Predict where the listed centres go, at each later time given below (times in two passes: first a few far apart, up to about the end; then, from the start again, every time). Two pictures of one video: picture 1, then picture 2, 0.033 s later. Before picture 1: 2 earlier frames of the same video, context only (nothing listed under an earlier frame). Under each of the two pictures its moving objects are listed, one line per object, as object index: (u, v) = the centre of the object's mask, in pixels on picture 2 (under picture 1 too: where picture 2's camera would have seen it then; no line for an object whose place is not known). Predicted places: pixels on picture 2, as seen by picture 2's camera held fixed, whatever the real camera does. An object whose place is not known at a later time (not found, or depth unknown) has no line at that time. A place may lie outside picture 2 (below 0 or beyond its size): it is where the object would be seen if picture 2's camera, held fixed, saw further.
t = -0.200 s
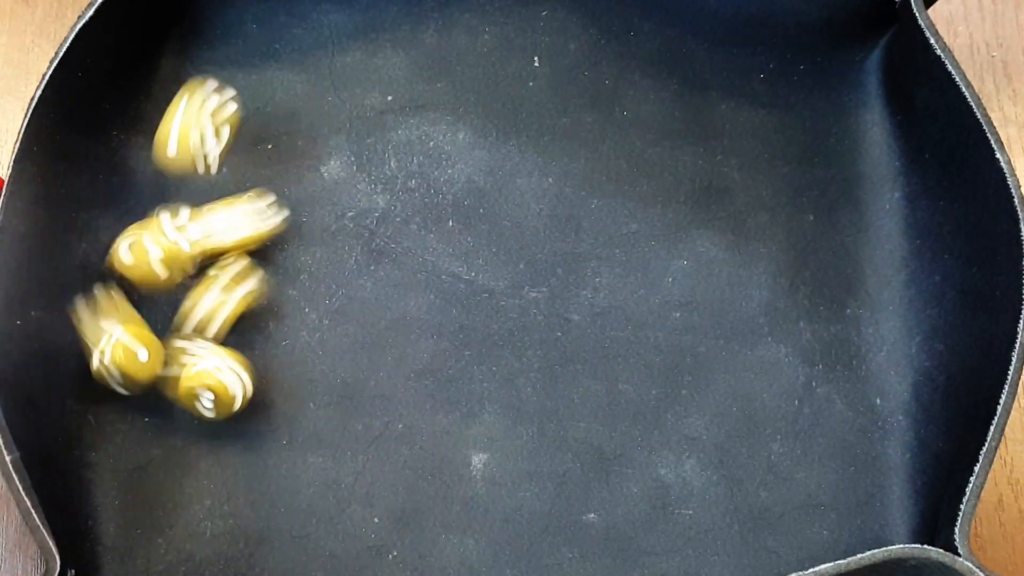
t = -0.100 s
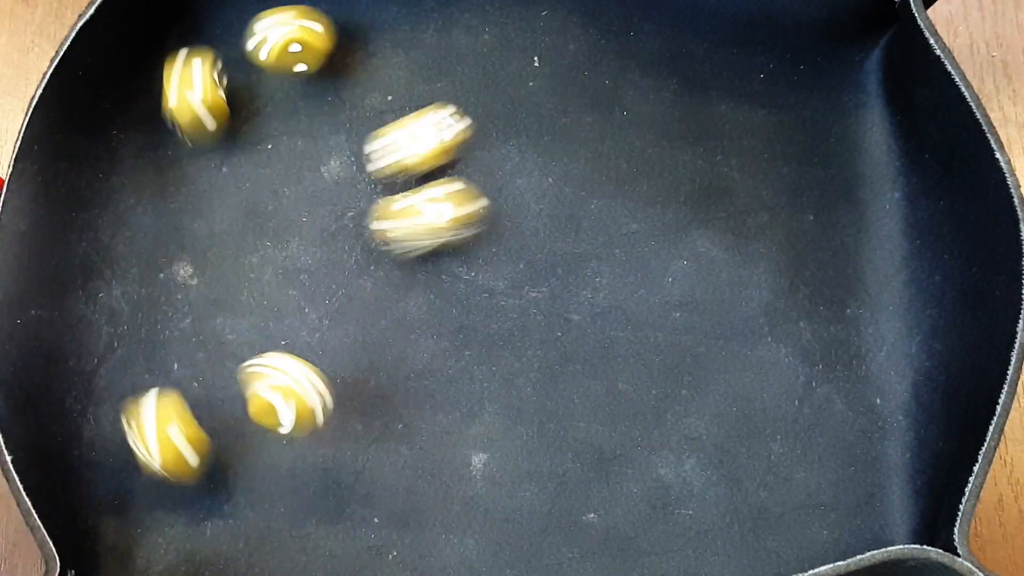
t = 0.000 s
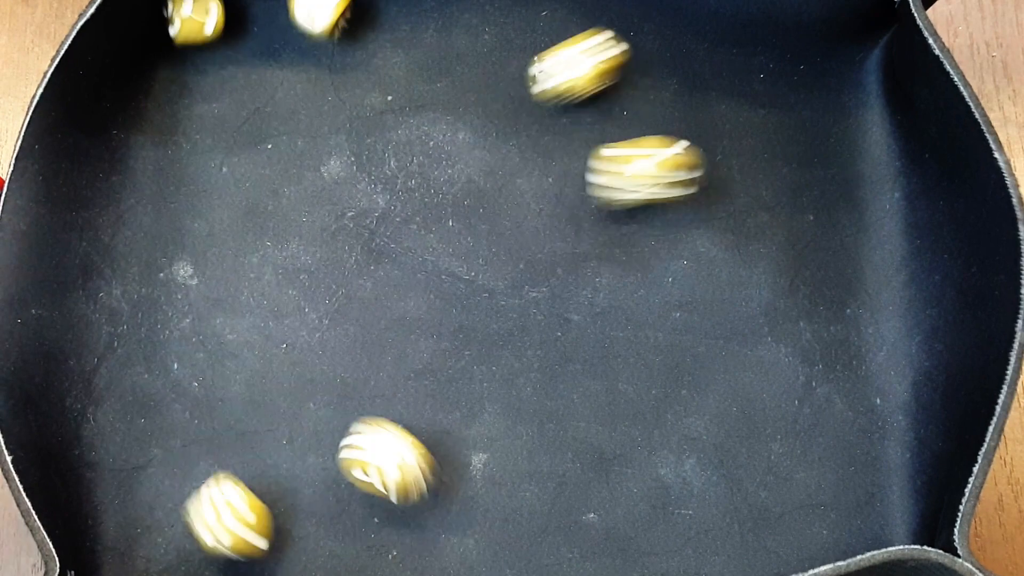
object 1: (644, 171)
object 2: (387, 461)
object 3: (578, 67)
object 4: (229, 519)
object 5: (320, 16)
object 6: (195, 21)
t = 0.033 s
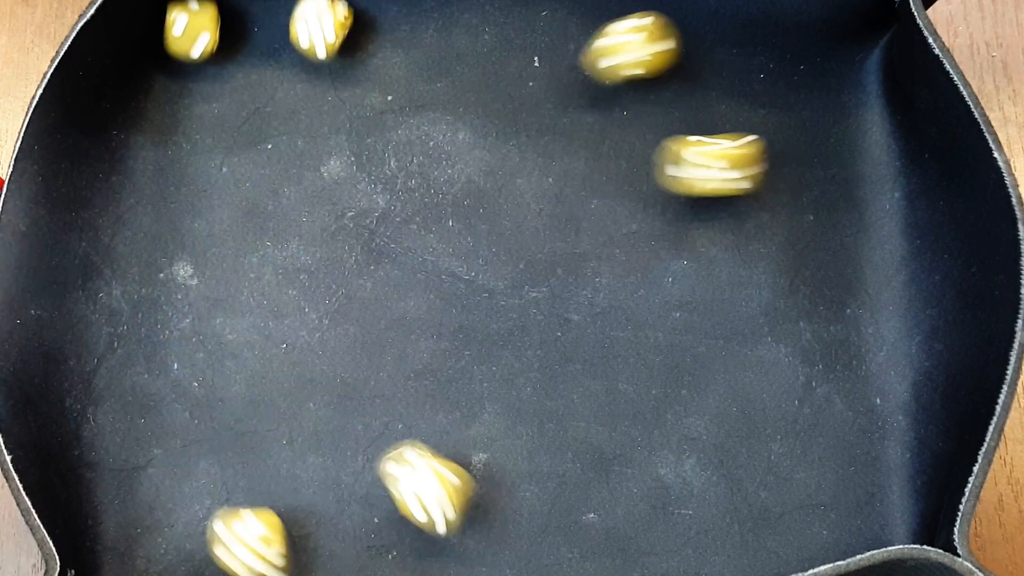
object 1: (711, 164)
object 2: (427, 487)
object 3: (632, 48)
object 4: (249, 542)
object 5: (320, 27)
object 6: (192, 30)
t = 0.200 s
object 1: (876, 208)
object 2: (579, 555)
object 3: (845, 94)
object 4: (349, 551)
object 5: (299, 99)
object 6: (207, 62)
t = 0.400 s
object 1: (786, 304)
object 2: (762, 533)
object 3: (833, 119)
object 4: (352, 535)
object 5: (301, 103)
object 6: (214, 61)
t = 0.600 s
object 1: (711, 352)
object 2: (834, 457)
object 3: (833, 119)
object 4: (352, 535)
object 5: (301, 103)
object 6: (214, 61)
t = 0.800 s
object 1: (670, 337)
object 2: (833, 457)
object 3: (833, 119)
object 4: (352, 535)
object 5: (301, 103)
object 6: (214, 61)
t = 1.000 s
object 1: (670, 337)
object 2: (833, 457)
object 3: (833, 119)
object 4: (352, 535)
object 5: (301, 103)
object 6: (214, 61)
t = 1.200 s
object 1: (670, 337)
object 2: (833, 457)
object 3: (833, 119)
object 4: (352, 535)
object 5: (301, 103)
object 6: (214, 61)
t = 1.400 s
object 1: (670, 337)
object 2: (833, 457)
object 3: (833, 119)
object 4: (352, 535)
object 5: (301, 103)
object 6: (214, 61)
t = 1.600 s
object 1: (670, 337)
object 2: (833, 457)
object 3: (833, 119)
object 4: (352, 535)
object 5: (301, 103)
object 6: (214, 61)
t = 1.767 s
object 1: (670, 337)
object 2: (833, 457)
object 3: (833, 119)
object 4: (352, 535)
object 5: (301, 103)
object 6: (214, 61)
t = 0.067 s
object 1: (778, 162)
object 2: (461, 515)
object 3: (678, 41)
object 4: (274, 553)
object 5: (322, 44)
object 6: (190, 39)
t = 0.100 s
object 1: (839, 161)
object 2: (487, 539)
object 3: (728, 45)
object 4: (298, 562)
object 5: (321, 60)
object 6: (186, 50)
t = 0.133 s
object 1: (888, 161)
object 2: (510, 554)
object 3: (773, 63)
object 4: (315, 559)
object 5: (313, 78)
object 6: (187, 59)
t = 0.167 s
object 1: (889, 181)
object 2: (552, 560)
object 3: (810, 80)
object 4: (338, 555)
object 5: (304, 92)
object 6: (196, 65)
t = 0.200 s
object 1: (876, 208)
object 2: (579, 555)
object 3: (845, 94)
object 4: (349, 551)
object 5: (299, 99)
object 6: (207, 62)
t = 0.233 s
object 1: (855, 226)
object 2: (608, 549)
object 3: (858, 103)
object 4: (352, 545)
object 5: (297, 103)
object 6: (213, 61)
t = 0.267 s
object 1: (835, 246)
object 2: (638, 542)
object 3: (853, 111)
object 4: (351, 539)
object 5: (299, 105)
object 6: (214, 61)
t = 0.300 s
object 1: (822, 257)
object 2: (665, 538)
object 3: (847, 118)
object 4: (352, 535)
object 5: (301, 104)
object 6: (214, 61)
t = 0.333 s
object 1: (808, 273)
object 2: (699, 536)
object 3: (839, 120)
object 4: (352, 535)
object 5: (301, 103)
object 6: (214, 61)
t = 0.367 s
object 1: (797, 285)
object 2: (729, 535)
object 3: (834, 119)
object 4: (352, 535)
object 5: (301, 103)
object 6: (214, 61)
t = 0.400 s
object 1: (786, 304)
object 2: (762, 533)
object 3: (833, 119)
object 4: (352, 535)
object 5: (301, 103)
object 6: (214, 61)
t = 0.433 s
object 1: (774, 318)
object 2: (793, 521)
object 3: (833, 119)
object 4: (352, 535)
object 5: (301, 103)
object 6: (214, 61)
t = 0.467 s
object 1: (760, 333)
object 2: (817, 508)
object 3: (833, 119)
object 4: (352, 535)
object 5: (301, 103)
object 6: (214, 61)
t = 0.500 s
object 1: (749, 342)
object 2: (832, 487)
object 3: (833, 119)
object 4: (352, 535)
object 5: (301, 103)
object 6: (214, 61)
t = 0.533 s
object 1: (738, 347)
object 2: (839, 475)
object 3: (833, 119)
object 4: (352, 535)
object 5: (301, 103)
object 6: (214, 61)
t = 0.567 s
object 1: (725, 350)
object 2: (836, 461)
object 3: (833, 119)
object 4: (352, 535)
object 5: (301, 103)
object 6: (214, 61)
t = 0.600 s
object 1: (711, 352)
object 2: (834, 457)
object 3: (833, 119)
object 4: (352, 535)
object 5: (301, 103)
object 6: (214, 61)
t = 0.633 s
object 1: (695, 351)
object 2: (833, 457)
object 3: (833, 119)
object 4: (352, 535)
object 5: (301, 103)
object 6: (214, 61)
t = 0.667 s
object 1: (681, 352)
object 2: (833, 457)
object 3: (833, 119)
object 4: (352, 535)
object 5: (301, 103)
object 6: (214, 61)
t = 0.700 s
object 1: (672, 348)
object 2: (833, 457)
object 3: (833, 119)
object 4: (352, 535)
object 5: (301, 103)
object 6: (214, 61)
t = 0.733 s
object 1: (668, 342)
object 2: (833, 457)
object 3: (833, 119)
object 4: (352, 535)
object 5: (301, 103)
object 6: (214, 61)
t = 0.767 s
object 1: (668, 337)
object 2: (833, 457)
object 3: (833, 119)
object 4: (352, 535)
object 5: (301, 103)
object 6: (214, 61)
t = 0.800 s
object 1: (670, 337)
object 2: (833, 457)
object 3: (833, 119)
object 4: (352, 535)
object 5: (301, 103)
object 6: (214, 61)
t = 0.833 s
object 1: (670, 337)
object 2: (833, 457)
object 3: (833, 119)
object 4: (352, 535)
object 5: (301, 103)
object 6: (214, 61)
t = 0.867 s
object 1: (670, 337)
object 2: (833, 457)
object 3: (833, 119)
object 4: (352, 535)
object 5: (301, 103)
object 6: (214, 61)
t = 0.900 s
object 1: (670, 337)
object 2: (833, 457)
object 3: (833, 119)
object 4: (352, 535)
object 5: (301, 103)
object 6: (214, 61)
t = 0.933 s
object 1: (670, 337)
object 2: (833, 457)
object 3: (833, 119)
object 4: (352, 535)
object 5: (301, 103)
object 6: (214, 61)
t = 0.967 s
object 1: (670, 337)
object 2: (833, 457)
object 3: (833, 119)
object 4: (352, 535)
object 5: (301, 103)
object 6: (214, 61)
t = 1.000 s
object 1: (670, 337)
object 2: (833, 457)
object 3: (833, 119)
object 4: (352, 535)
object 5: (301, 103)
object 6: (214, 61)
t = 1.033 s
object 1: (670, 337)
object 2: (833, 457)
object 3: (833, 119)
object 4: (352, 535)
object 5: (301, 103)
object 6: (214, 61)
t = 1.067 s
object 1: (670, 337)
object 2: (833, 457)
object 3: (833, 119)
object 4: (352, 535)
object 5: (301, 103)
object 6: (214, 61)
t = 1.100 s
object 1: (670, 337)
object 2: (833, 457)
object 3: (833, 119)
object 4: (352, 535)
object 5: (301, 103)
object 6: (214, 61)
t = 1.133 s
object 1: (670, 337)
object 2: (833, 457)
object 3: (833, 119)
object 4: (352, 535)
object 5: (301, 103)
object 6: (214, 61)
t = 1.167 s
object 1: (670, 337)
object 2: (833, 457)
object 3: (833, 119)
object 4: (352, 535)
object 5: (301, 103)
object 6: (214, 61)
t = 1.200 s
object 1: (670, 337)
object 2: (833, 457)
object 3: (833, 119)
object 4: (352, 535)
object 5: (301, 103)
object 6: (214, 61)
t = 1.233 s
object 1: (670, 337)
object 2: (833, 457)
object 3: (833, 119)
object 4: (352, 535)
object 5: (301, 103)
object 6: (214, 61)
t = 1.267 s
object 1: (670, 337)
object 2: (833, 457)
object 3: (833, 119)
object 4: (352, 535)
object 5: (301, 103)
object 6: (214, 61)
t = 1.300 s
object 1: (670, 337)
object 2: (833, 457)
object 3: (833, 119)
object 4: (352, 535)
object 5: (301, 103)
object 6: (214, 61)
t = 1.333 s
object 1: (670, 337)
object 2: (833, 457)
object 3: (833, 119)
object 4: (352, 535)
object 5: (301, 103)
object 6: (214, 61)
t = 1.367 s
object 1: (670, 337)
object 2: (833, 457)
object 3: (833, 119)
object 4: (352, 535)
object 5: (301, 103)
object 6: (214, 61)
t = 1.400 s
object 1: (670, 337)
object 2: (833, 457)
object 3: (833, 119)
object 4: (352, 535)
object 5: (301, 103)
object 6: (214, 61)
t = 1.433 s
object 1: (670, 337)
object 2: (833, 457)
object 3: (833, 119)
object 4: (352, 535)
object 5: (301, 103)
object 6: (214, 61)
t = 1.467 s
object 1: (670, 337)
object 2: (833, 457)
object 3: (833, 119)
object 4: (352, 535)
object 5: (301, 103)
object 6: (214, 61)
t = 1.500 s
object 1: (670, 337)
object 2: (833, 457)
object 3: (833, 119)
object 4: (352, 535)
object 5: (301, 103)
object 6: (214, 61)
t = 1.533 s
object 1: (670, 337)
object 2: (833, 457)
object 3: (833, 119)
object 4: (352, 535)
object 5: (301, 103)
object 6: (214, 61)
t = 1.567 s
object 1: (670, 337)
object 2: (833, 457)
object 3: (833, 119)
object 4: (352, 535)
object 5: (301, 103)
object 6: (214, 61)
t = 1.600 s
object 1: (670, 337)
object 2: (833, 457)
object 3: (833, 119)
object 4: (352, 535)
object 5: (301, 103)
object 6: (214, 61)
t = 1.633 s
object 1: (670, 337)
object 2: (833, 457)
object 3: (833, 119)
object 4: (352, 535)
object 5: (301, 103)
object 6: (214, 61)
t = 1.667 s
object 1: (670, 337)
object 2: (833, 457)
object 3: (833, 119)
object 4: (352, 535)
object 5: (301, 103)
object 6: (214, 61)
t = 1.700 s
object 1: (670, 337)
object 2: (833, 457)
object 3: (833, 119)
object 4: (352, 535)
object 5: (301, 103)
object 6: (214, 61)
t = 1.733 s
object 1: (670, 337)
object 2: (833, 457)
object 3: (833, 119)
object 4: (352, 535)
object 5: (301, 103)
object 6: (214, 61)
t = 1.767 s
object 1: (670, 337)
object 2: (833, 457)
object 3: (833, 119)
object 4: (352, 535)
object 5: (301, 103)
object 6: (214, 61)
